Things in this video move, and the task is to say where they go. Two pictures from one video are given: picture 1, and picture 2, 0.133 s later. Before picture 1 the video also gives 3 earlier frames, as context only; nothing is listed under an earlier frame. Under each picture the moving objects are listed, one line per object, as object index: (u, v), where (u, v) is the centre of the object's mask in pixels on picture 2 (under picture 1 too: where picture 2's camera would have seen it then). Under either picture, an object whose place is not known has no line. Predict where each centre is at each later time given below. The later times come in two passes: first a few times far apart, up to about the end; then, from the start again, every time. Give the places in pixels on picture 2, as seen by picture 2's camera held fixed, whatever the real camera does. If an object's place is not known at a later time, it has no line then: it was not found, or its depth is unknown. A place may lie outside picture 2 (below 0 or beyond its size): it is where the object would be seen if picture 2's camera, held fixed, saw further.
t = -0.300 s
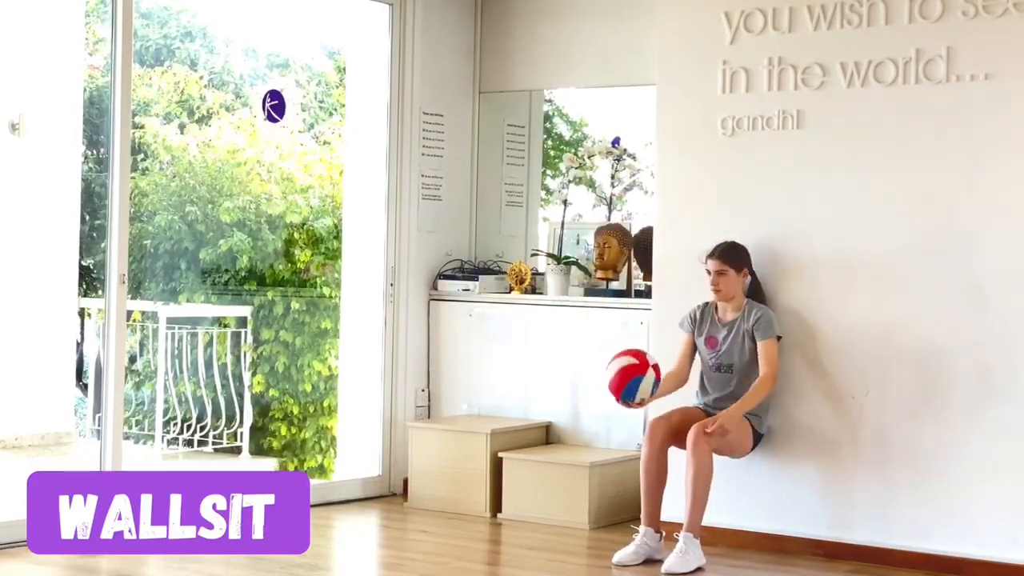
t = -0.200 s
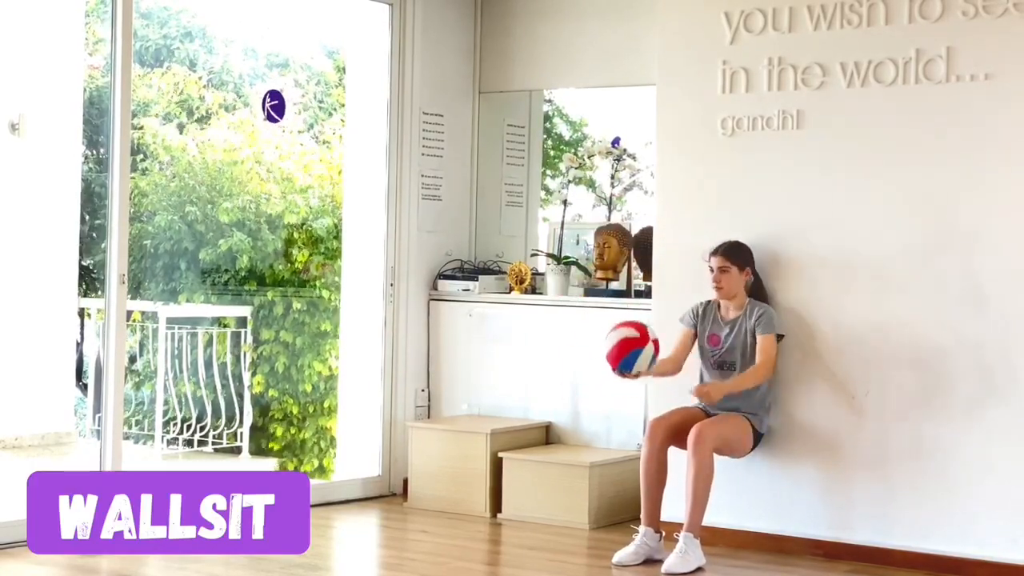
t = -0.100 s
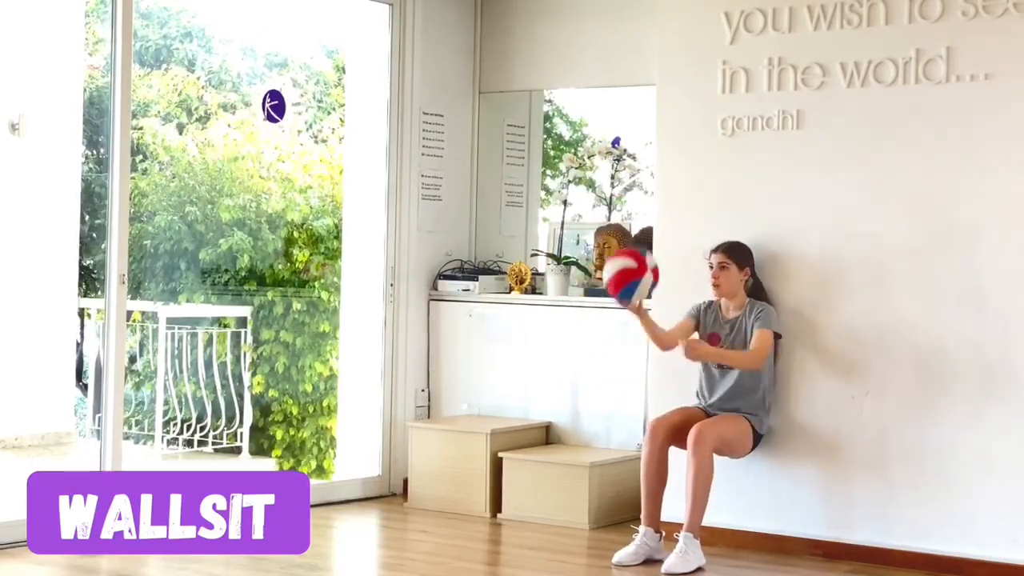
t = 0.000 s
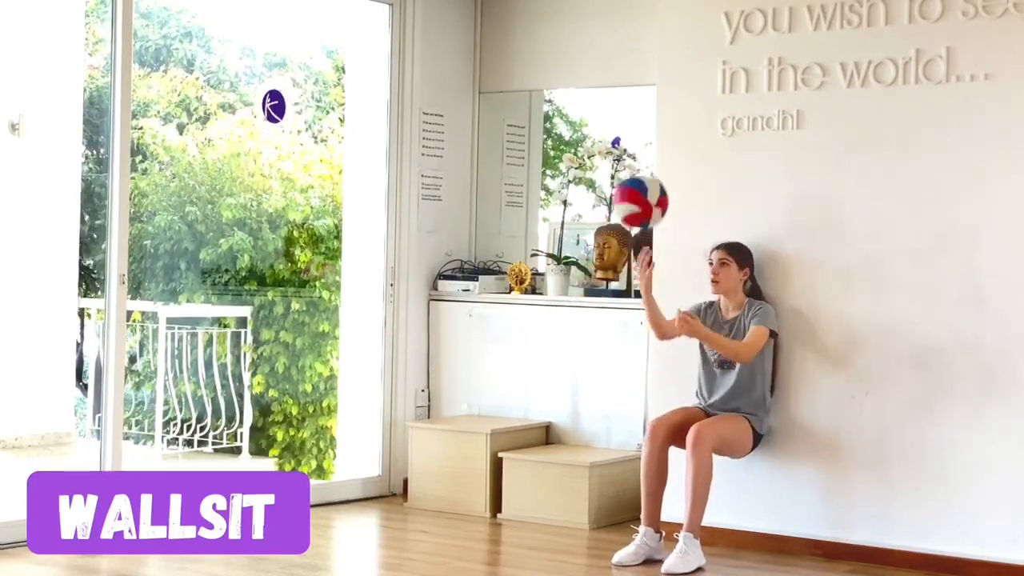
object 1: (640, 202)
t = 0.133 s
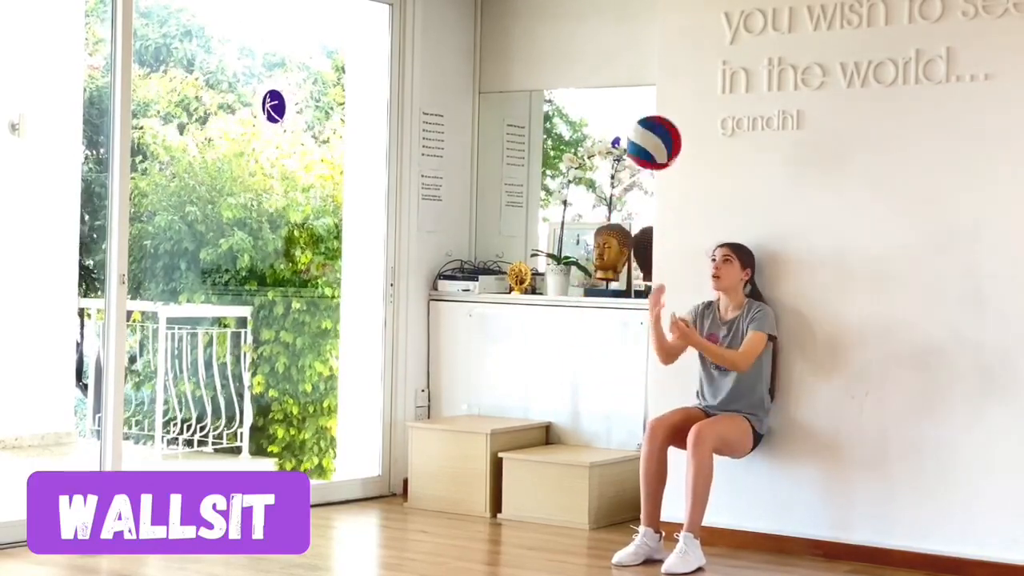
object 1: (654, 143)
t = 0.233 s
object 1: (663, 129)
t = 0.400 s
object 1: (676, 161)
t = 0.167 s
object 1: (657, 135)
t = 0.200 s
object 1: (660, 131)
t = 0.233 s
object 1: (663, 129)
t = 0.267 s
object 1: (666, 129)
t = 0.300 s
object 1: (669, 133)
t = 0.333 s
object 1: (671, 139)
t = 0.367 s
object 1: (674, 148)
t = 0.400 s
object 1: (676, 161)
